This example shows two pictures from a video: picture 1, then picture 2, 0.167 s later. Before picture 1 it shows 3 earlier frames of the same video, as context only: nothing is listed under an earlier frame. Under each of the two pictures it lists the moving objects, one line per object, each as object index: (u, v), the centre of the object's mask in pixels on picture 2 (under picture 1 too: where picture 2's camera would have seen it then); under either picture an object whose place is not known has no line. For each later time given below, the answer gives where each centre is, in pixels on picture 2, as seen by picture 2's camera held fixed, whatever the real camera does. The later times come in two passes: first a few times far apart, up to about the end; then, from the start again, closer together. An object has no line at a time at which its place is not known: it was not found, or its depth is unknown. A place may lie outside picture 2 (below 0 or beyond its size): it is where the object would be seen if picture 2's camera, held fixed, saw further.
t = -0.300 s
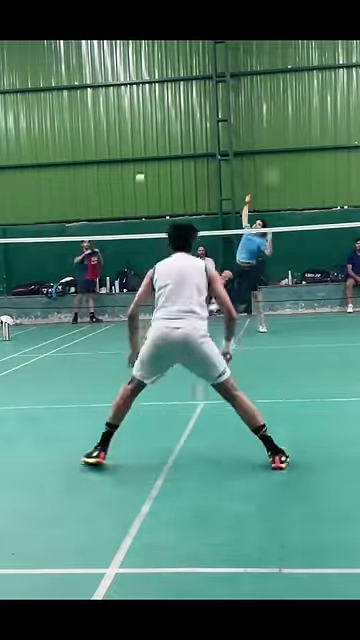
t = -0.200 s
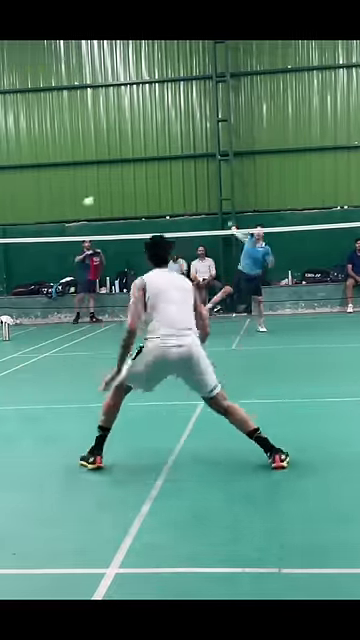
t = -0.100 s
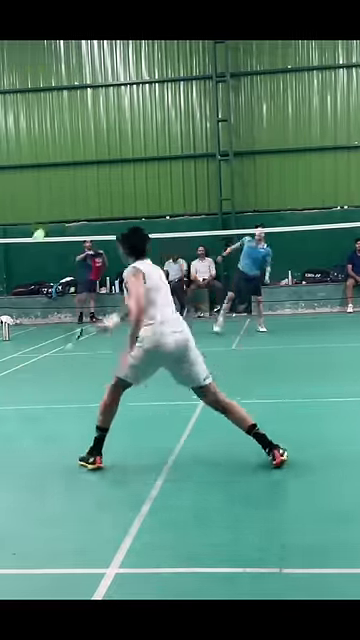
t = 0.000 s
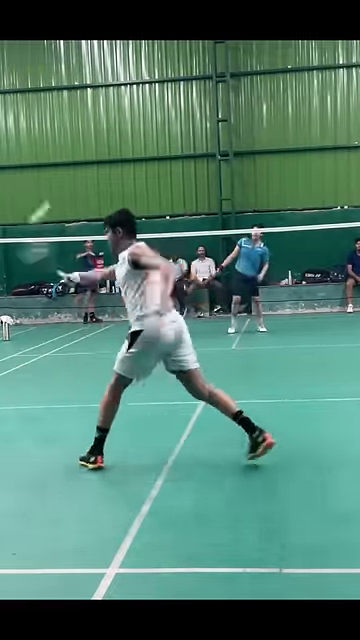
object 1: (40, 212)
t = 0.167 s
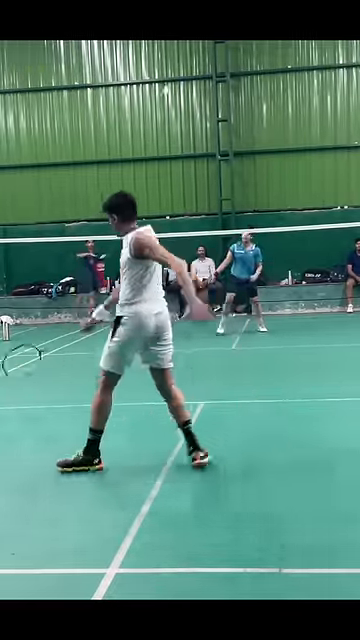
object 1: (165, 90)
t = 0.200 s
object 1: (177, 81)
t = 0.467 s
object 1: (227, 65)
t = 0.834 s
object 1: (262, 115)
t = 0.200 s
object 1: (177, 81)
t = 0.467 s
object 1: (227, 65)
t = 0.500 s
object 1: (231, 67)
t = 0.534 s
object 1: (235, 69)
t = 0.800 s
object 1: (260, 108)
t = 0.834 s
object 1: (262, 115)
